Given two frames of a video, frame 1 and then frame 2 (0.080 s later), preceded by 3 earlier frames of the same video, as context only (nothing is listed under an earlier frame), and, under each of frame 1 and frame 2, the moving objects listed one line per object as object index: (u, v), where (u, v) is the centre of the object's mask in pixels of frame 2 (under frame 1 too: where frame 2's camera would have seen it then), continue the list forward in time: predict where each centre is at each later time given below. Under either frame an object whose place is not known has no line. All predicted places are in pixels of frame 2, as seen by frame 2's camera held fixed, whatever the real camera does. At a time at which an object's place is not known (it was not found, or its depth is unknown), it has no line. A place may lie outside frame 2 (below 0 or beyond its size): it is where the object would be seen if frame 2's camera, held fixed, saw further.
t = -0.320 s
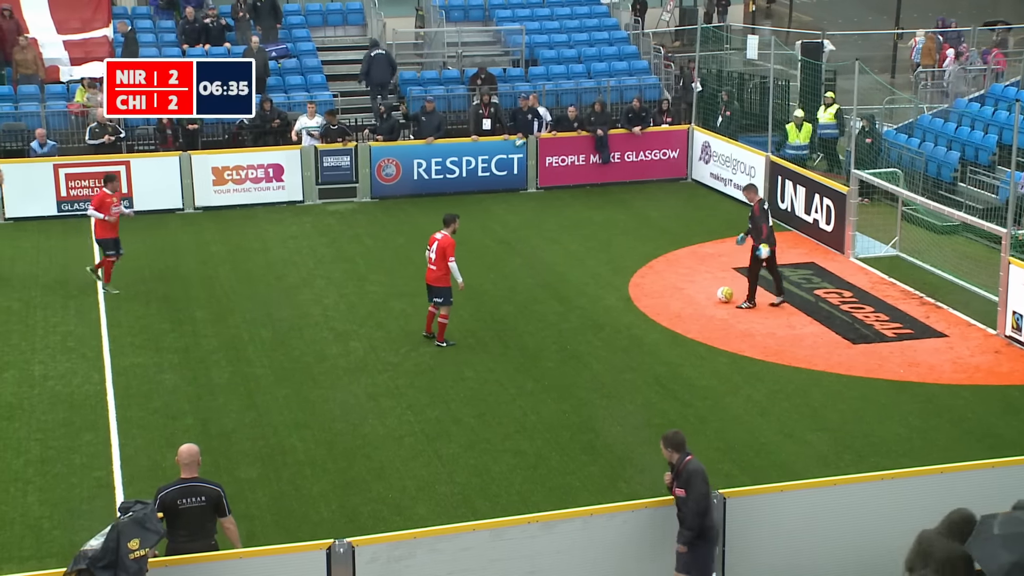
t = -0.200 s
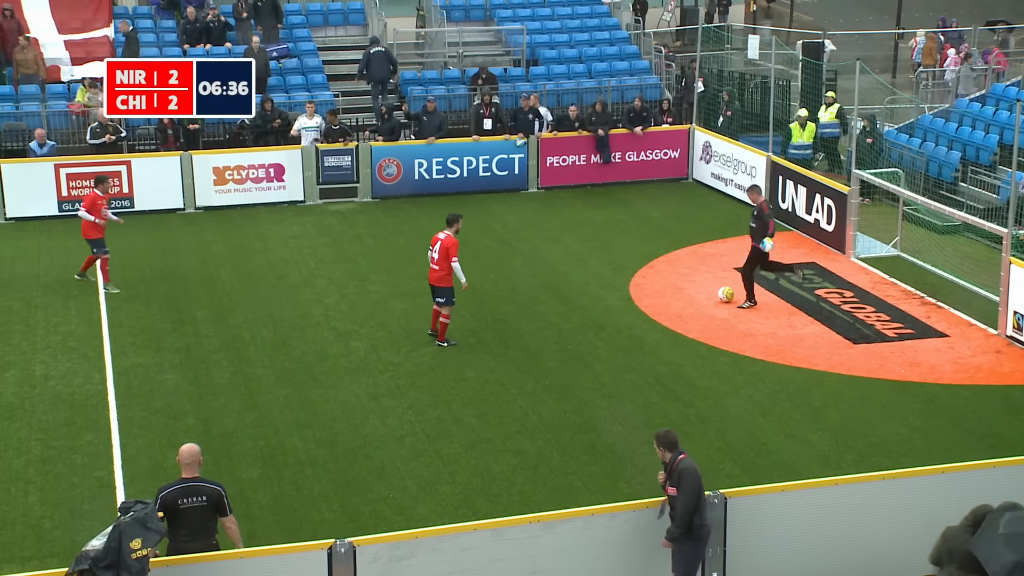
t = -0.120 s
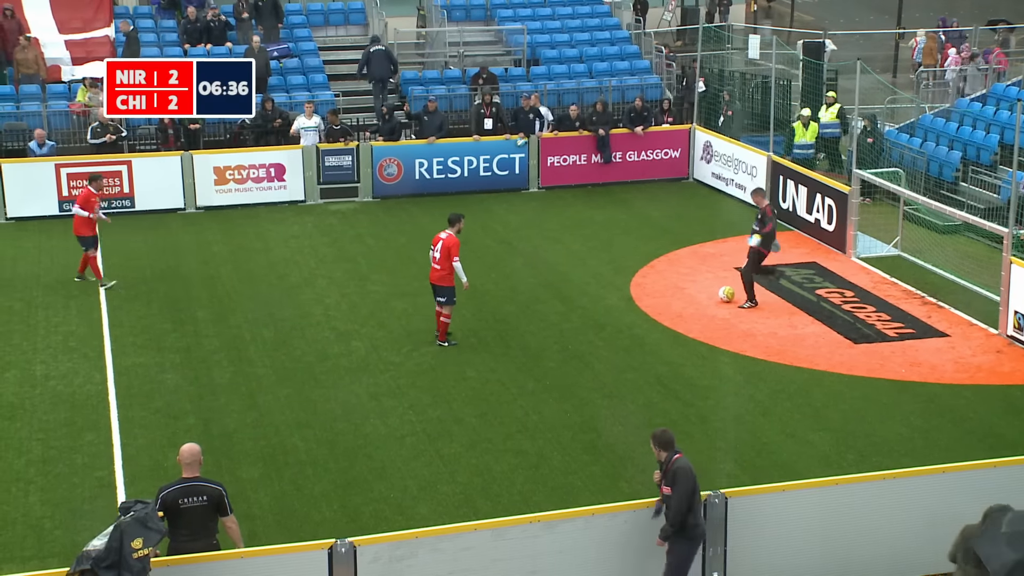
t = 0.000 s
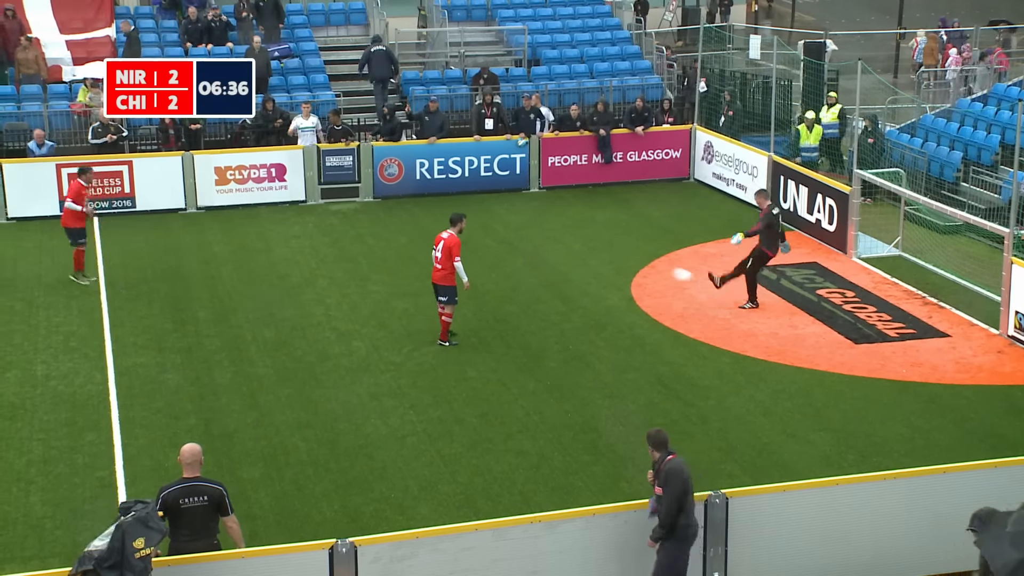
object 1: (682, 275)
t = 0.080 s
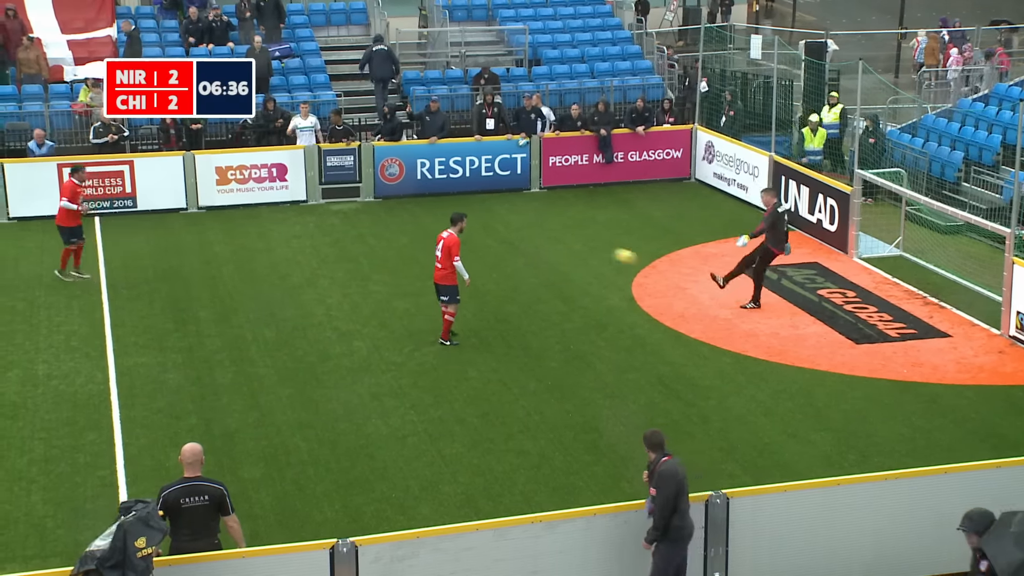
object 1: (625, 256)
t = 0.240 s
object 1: (502, 230)
